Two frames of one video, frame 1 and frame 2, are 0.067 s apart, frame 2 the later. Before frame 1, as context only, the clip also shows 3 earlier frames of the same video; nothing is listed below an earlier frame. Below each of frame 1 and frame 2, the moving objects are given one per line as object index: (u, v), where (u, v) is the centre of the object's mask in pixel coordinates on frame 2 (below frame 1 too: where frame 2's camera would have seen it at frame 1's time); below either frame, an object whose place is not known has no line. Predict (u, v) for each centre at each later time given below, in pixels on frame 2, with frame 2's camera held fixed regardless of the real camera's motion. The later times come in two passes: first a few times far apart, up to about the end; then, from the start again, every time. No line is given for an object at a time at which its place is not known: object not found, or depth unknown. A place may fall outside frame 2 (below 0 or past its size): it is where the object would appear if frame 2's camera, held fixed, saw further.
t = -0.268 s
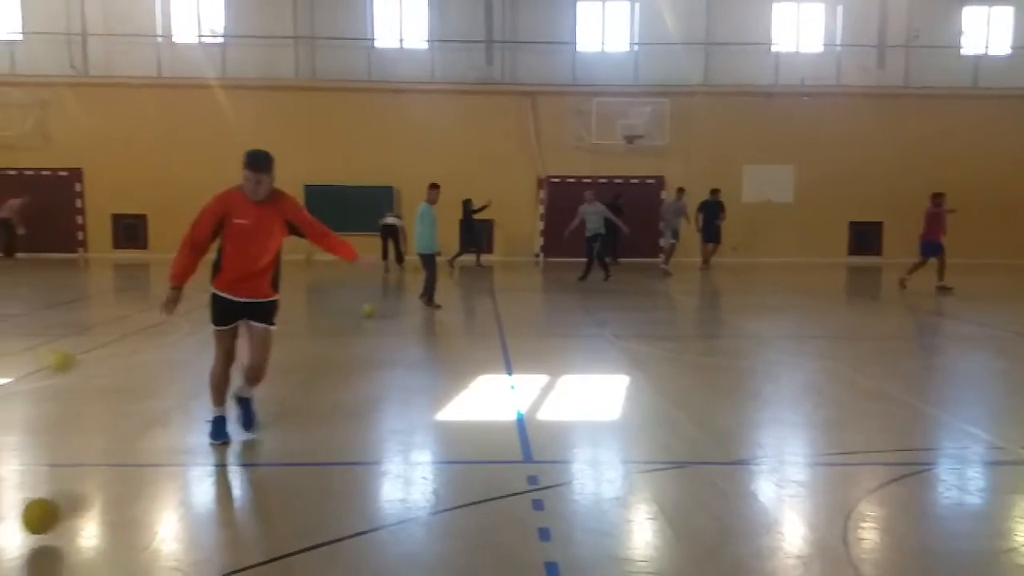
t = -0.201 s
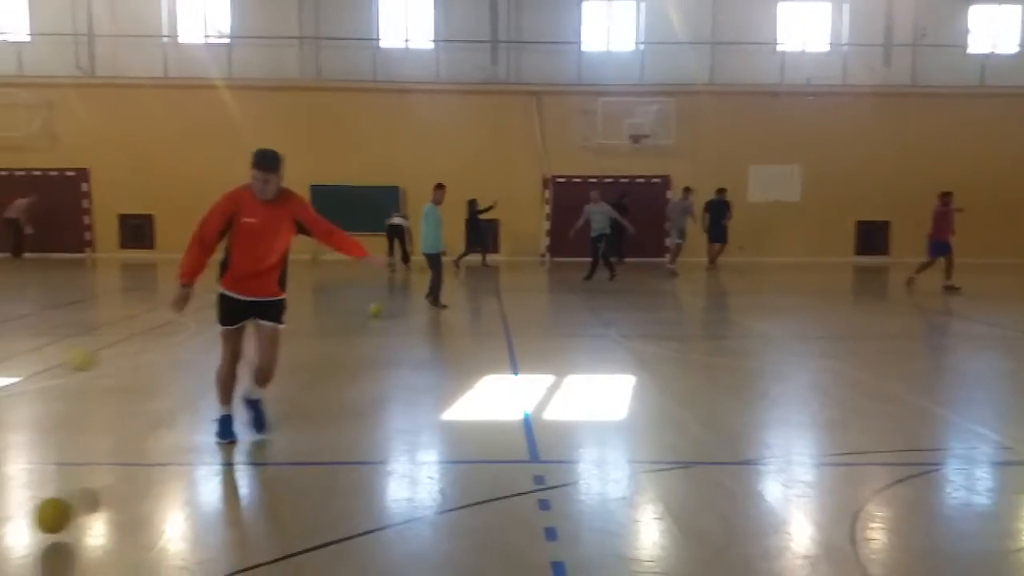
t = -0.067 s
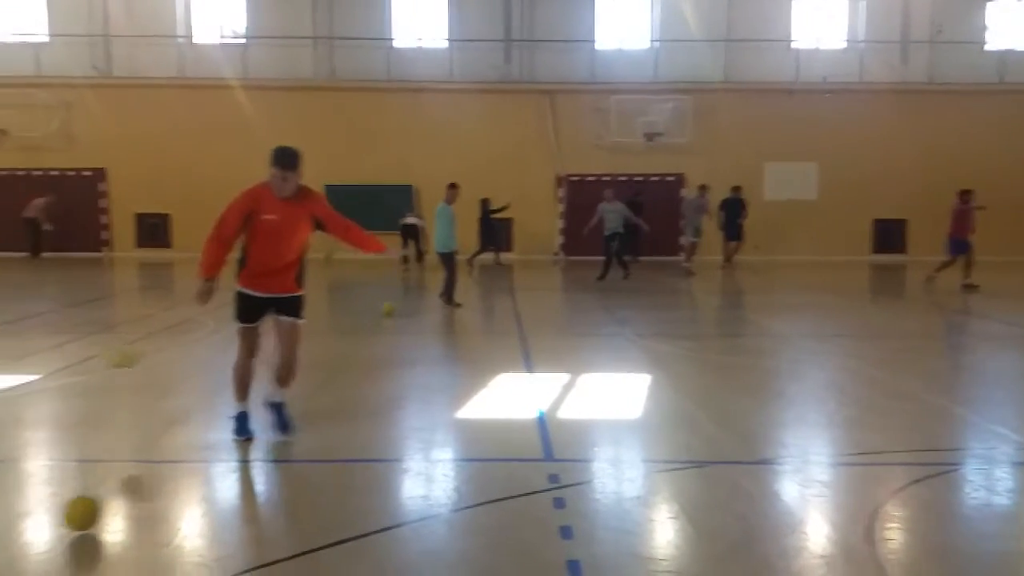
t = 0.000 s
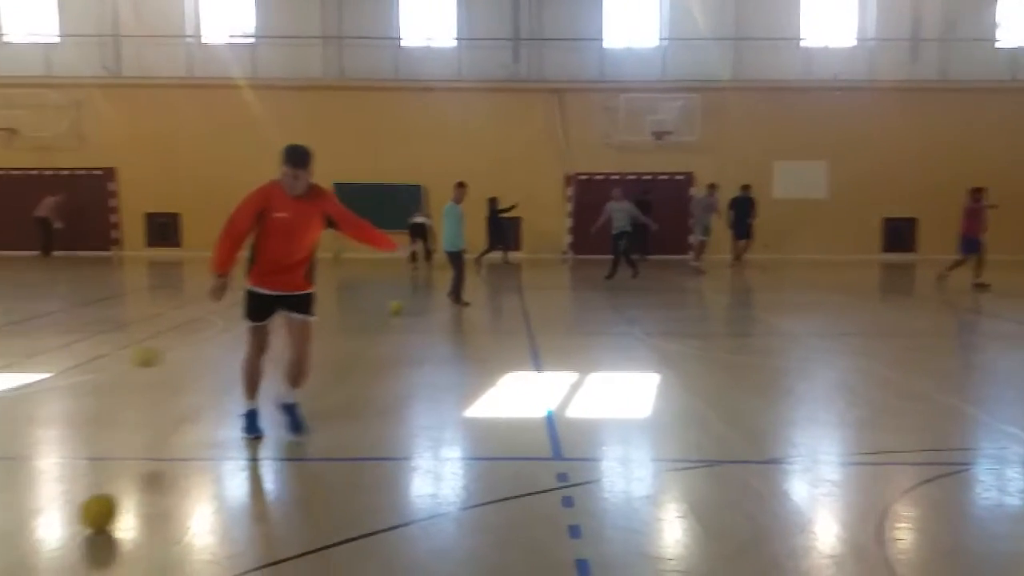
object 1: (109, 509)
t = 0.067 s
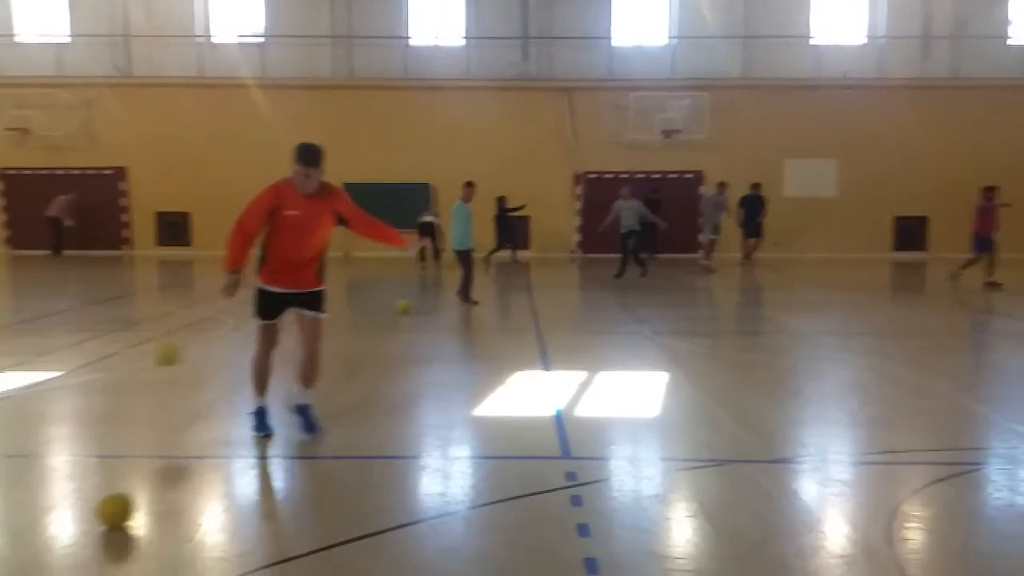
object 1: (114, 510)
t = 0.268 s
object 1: (129, 509)
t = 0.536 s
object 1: (152, 502)
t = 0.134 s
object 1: (119, 510)
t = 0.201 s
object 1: (123, 510)
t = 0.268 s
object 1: (129, 509)
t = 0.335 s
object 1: (134, 507)
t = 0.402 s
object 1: (141, 505)
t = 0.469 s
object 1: (147, 503)
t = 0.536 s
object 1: (152, 502)
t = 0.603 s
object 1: (156, 502)
